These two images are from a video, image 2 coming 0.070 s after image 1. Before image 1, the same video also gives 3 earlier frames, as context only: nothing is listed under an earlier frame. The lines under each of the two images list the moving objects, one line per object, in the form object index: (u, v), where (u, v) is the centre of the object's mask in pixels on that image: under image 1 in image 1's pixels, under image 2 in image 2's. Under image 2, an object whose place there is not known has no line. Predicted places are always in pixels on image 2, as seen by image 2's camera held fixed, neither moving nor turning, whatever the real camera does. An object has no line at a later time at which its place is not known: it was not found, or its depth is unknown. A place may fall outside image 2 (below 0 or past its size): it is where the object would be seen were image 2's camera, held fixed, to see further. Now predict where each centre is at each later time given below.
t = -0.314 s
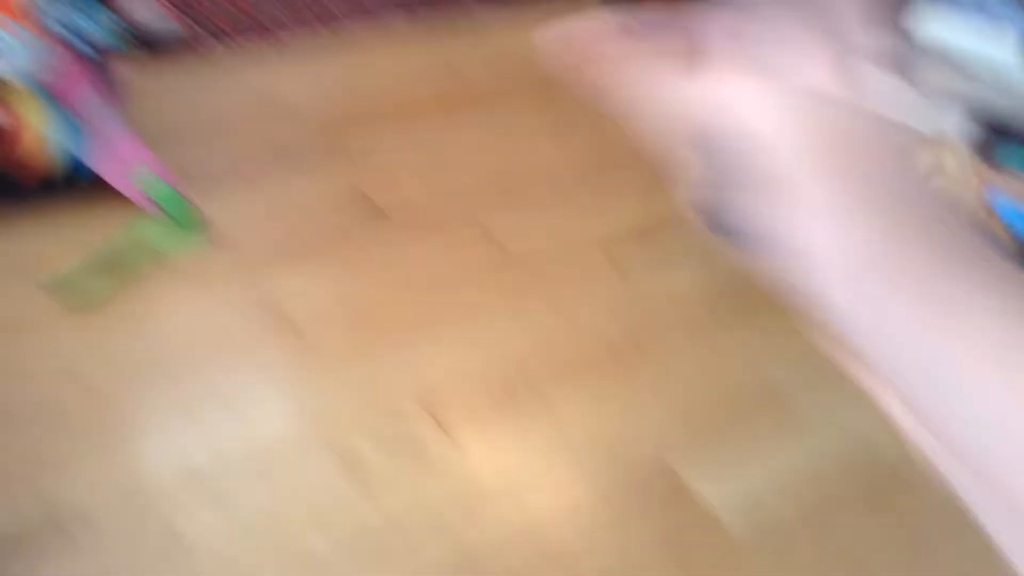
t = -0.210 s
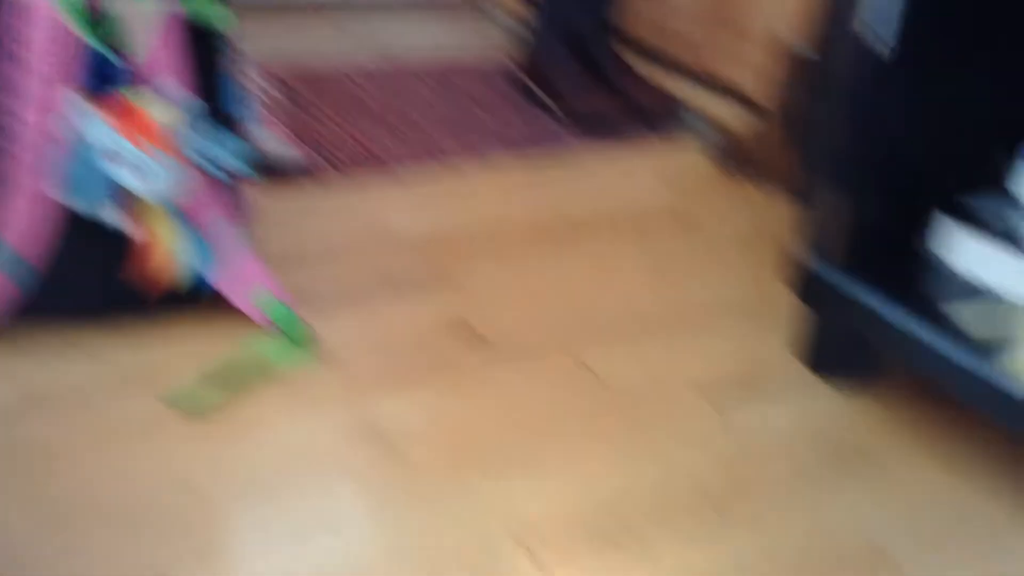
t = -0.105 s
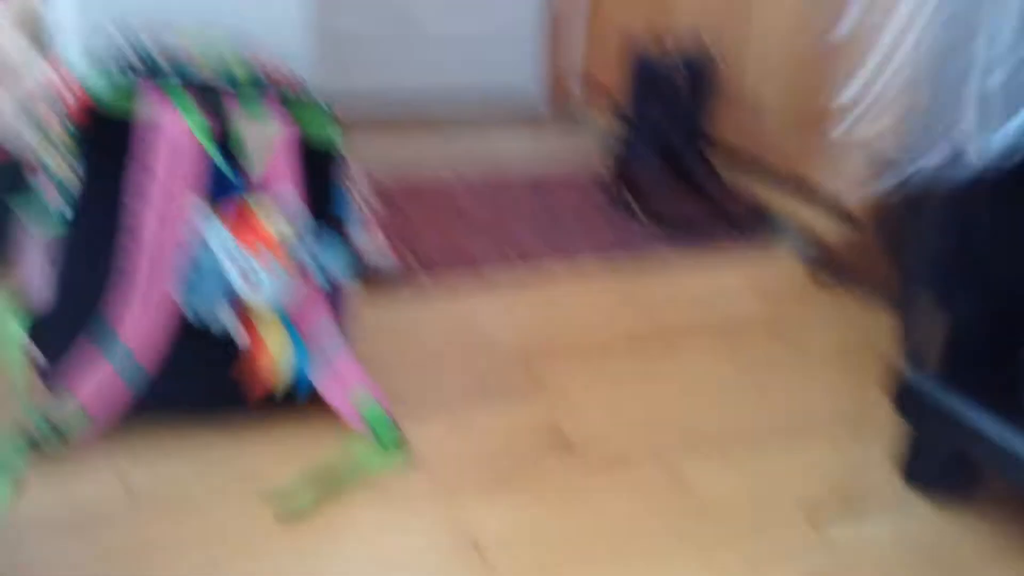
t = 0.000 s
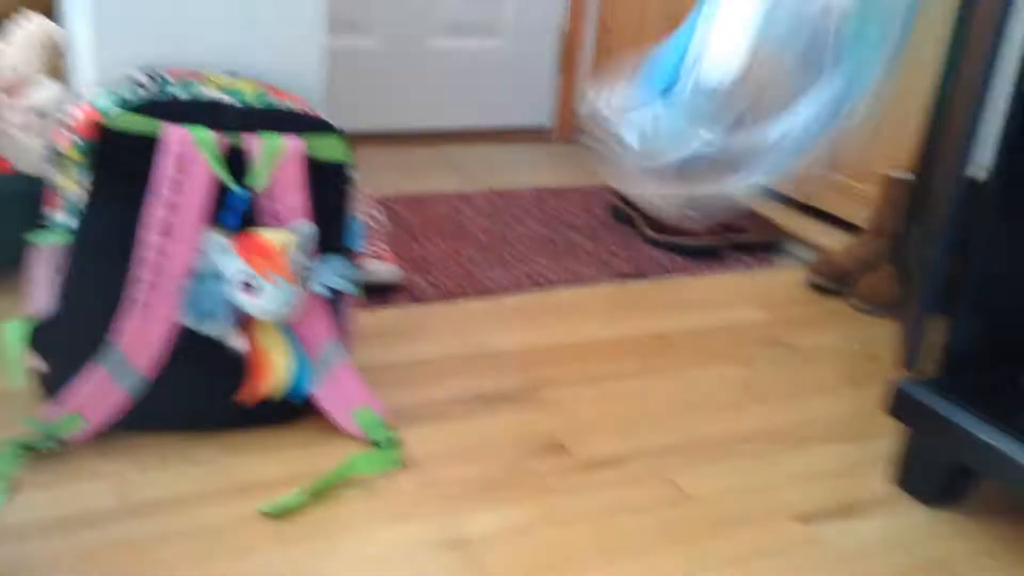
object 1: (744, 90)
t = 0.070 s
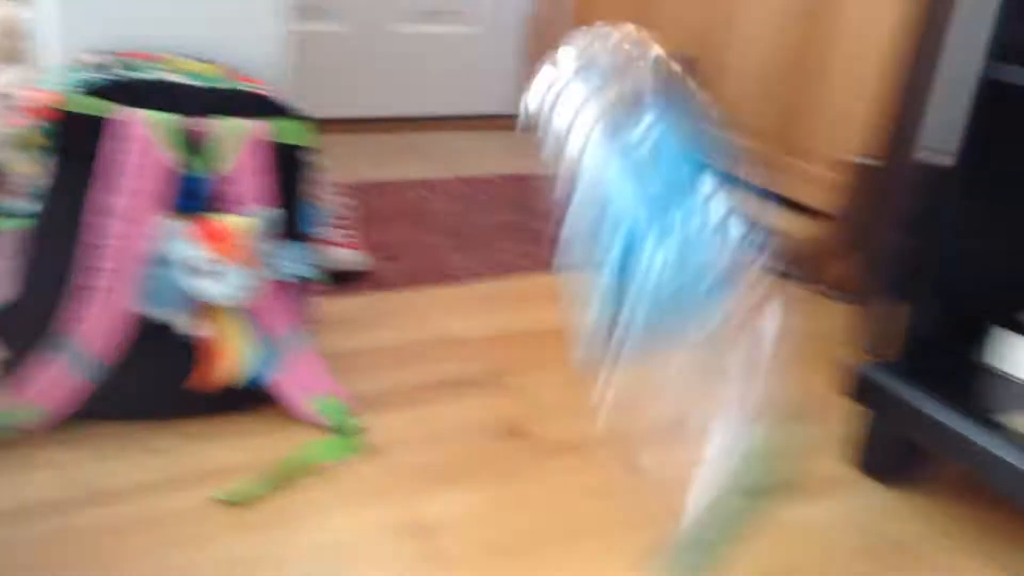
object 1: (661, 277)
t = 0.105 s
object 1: (638, 340)
